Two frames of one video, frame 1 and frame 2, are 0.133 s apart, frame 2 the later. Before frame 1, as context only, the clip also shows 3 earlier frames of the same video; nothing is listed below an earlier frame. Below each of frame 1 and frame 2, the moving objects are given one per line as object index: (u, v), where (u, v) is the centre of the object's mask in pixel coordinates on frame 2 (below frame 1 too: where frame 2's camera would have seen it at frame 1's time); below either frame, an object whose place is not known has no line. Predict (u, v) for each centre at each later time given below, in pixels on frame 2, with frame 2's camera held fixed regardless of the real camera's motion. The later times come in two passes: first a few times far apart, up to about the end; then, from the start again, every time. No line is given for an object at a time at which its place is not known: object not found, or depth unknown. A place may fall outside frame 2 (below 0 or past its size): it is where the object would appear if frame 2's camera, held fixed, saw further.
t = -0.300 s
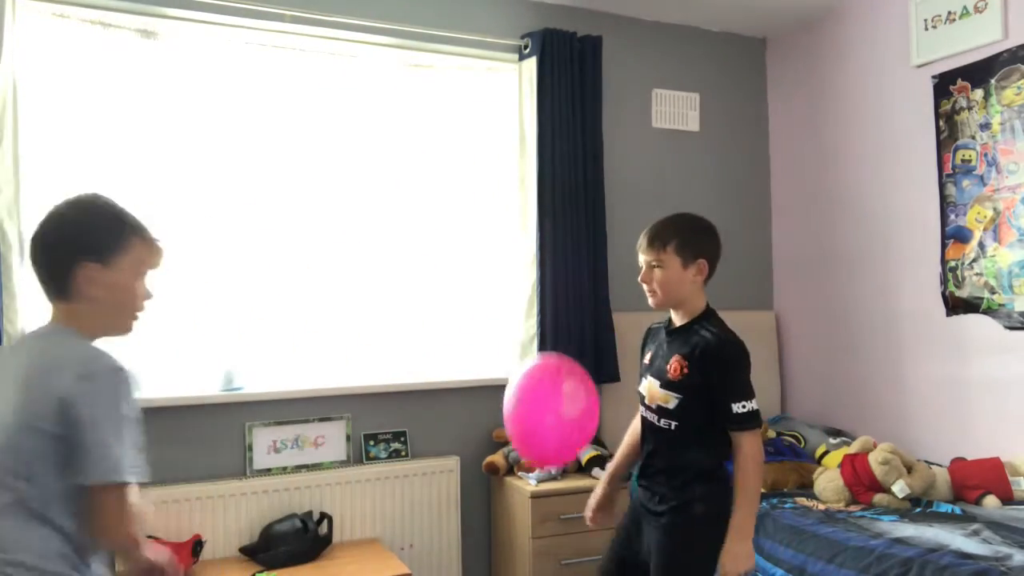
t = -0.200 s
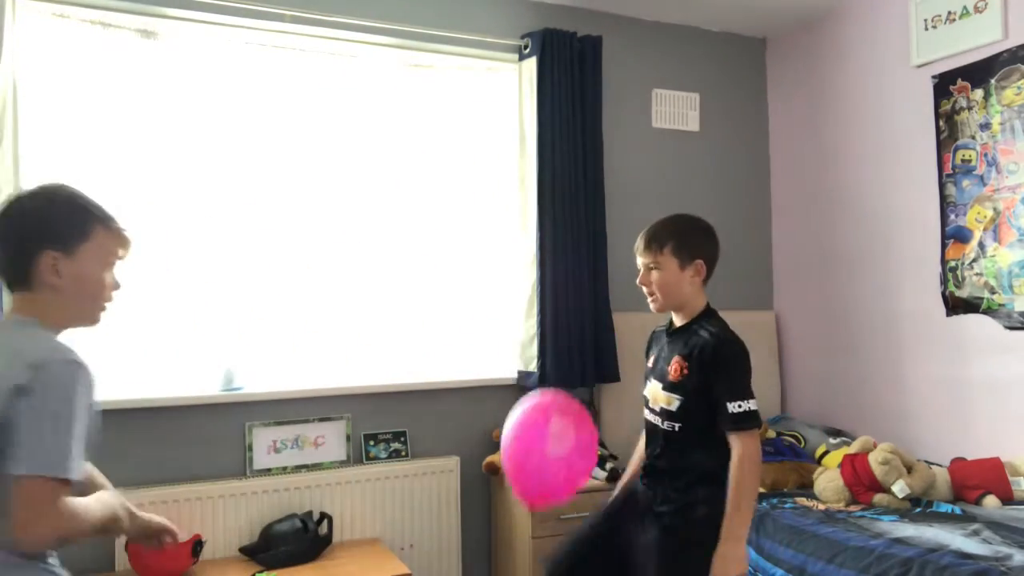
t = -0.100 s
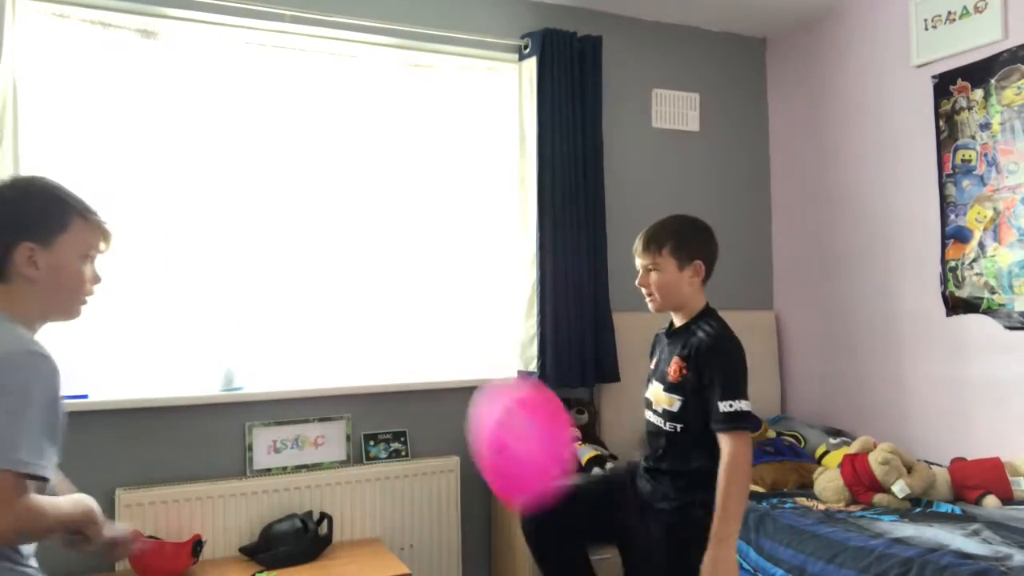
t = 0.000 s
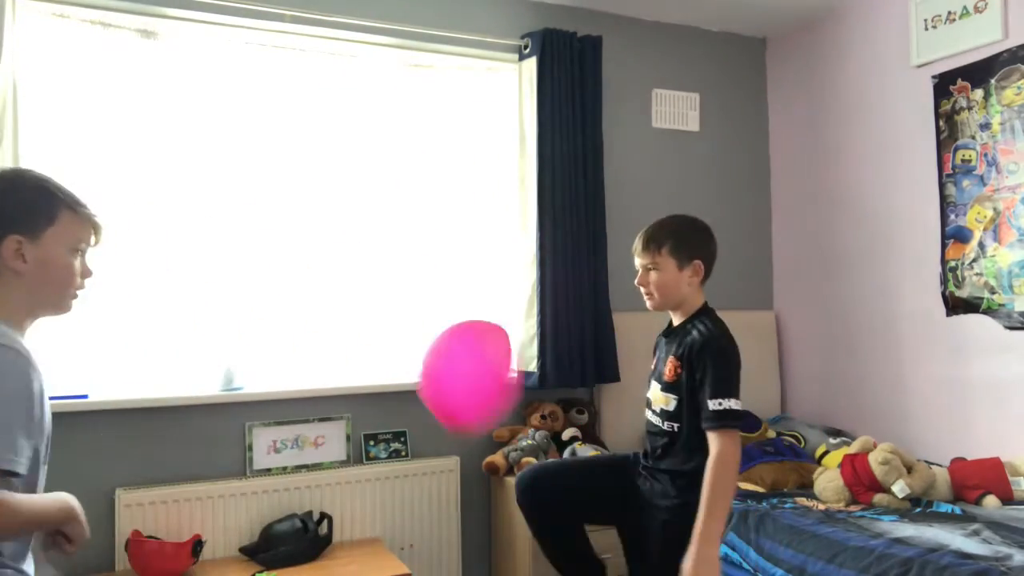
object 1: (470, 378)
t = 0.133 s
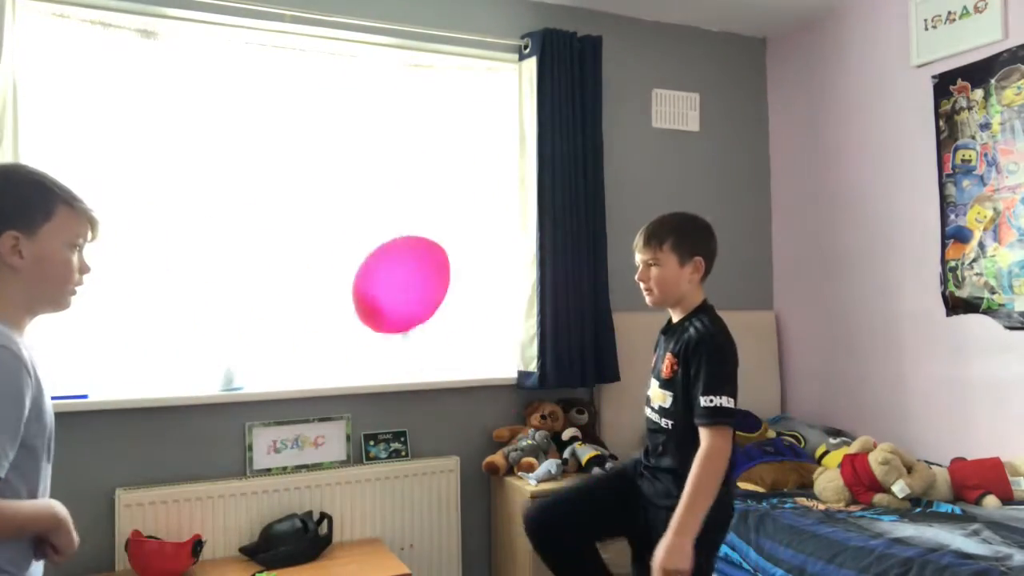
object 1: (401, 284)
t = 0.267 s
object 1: (349, 224)
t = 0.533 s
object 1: (266, 163)
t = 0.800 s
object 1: (189, 163)
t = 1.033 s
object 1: (132, 213)
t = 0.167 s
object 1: (387, 267)
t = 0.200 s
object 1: (374, 251)
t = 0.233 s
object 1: (361, 237)
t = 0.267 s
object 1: (349, 224)
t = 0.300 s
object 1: (338, 213)
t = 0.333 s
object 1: (327, 202)
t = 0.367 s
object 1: (316, 193)
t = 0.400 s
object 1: (306, 185)
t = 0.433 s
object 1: (296, 178)
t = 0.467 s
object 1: (286, 172)
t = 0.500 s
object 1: (276, 167)
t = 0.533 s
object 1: (266, 163)
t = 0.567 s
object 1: (256, 160)
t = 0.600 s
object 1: (246, 158)
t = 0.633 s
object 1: (236, 156)
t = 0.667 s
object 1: (227, 156)
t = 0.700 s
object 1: (217, 156)
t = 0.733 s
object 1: (207, 157)
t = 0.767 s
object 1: (198, 160)
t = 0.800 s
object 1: (189, 163)
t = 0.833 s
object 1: (180, 167)
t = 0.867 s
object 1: (172, 173)
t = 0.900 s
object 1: (163, 179)
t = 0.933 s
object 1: (155, 186)
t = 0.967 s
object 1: (147, 194)
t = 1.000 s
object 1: (140, 203)
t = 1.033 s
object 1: (132, 213)
